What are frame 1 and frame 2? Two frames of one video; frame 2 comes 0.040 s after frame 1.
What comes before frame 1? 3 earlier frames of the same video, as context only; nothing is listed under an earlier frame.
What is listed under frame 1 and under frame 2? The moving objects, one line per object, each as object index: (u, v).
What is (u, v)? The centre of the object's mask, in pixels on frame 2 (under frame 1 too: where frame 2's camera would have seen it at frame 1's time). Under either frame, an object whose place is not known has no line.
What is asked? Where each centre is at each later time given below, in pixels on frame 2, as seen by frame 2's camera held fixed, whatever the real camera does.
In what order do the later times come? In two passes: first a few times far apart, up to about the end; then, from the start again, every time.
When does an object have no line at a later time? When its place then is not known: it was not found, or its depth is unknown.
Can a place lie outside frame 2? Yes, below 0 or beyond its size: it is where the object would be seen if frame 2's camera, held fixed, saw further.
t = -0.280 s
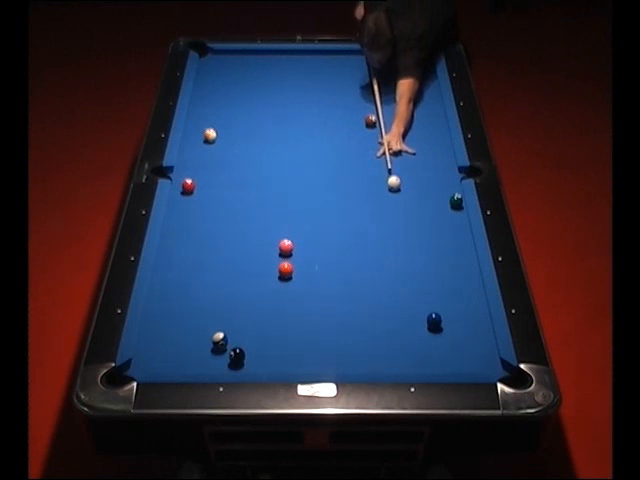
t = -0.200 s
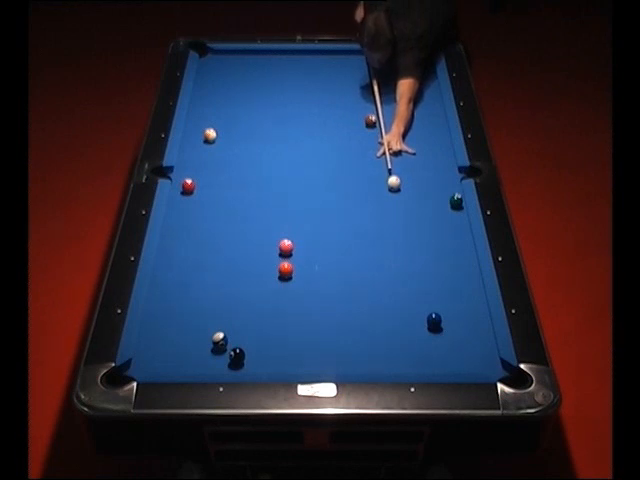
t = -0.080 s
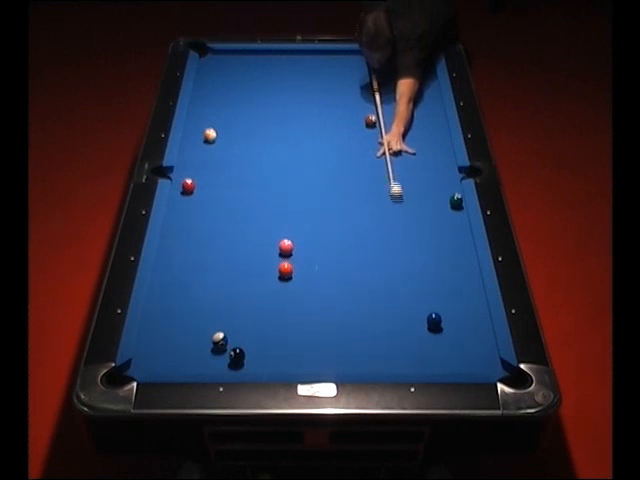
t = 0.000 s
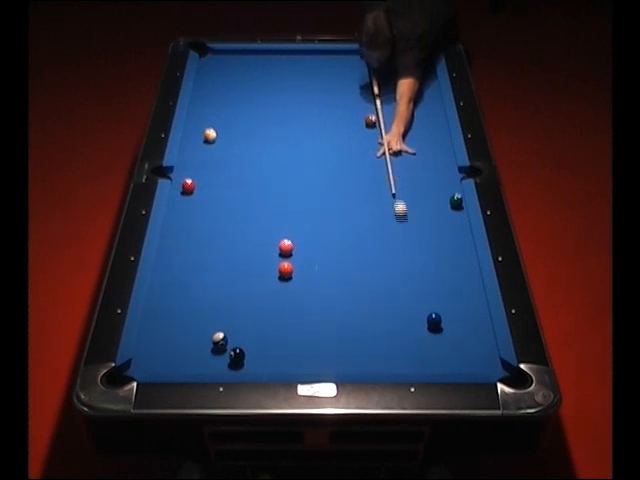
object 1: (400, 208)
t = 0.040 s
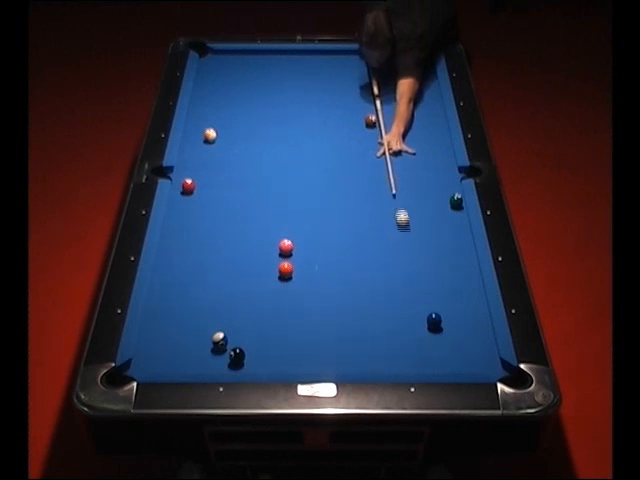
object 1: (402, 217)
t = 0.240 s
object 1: (412, 259)
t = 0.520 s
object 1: (417, 315)
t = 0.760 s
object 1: (391, 342)
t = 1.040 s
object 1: (360, 362)
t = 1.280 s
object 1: (331, 346)
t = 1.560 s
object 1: (300, 327)
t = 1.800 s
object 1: (276, 312)
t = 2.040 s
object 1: (253, 299)
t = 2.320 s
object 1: (230, 284)
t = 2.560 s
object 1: (211, 272)
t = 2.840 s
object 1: (190, 260)
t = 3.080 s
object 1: (175, 250)
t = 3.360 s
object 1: (168, 241)
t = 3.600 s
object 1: (177, 235)
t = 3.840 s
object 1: (185, 230)
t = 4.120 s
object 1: (193, 224)
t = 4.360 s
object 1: (199, 220)
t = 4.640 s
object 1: (205, 216)
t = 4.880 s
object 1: (209, 213)
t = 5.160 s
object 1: (213, 210)
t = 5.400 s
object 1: (216, 208)
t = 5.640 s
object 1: (217, 207)
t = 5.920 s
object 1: (218, 206)
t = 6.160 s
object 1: (218, 206)
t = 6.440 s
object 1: (218, 206)
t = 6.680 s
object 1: (218, 206)
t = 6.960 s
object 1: (218, 206)
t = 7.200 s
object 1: (218, 206)
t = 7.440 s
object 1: (218, 206)
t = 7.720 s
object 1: (218, 206)
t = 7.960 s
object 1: (218, 206)
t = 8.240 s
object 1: (218, 206)
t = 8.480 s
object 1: (218, 206)
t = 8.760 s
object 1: (218, 206)
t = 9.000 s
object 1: (218, 206)
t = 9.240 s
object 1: (218, 206)
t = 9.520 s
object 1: (218, 206)
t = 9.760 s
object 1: (218, 206)
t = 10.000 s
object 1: (218, 206)
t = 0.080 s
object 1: (404, 226)
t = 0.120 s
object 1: (406, 235)
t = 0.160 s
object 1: (408, 243)
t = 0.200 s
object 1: (410, 251)
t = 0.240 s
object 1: (412, 259)
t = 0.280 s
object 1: (413, 267)
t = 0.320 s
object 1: (415, 276)
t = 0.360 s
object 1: (417, 284)
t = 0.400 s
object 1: (419, 293)
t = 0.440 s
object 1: (421, 302)
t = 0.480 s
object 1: (422, 310)
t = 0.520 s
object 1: (417, 315)
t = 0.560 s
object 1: (412, 319)
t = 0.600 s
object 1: (408, 323)
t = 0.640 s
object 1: (404, 328)
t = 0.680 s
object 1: (399, 333)
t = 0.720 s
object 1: (395, 337)
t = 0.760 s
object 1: (391, 342)
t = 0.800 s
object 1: (387, 347)
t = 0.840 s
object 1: (383, 352)
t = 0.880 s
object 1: (378, 356)
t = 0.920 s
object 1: (374, 361)
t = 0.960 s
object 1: (370, 365)
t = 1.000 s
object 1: (364, 365)
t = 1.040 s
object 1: (360, 362)
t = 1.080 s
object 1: (355, 360)
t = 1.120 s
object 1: (350, 357)
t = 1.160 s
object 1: (345, 355)
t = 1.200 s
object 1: (340, 352)
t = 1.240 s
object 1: (335, 349)
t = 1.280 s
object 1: (331, 346)
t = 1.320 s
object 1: (326, 343)
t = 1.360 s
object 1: (321, 340)
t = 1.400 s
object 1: (317, 338)
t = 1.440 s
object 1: (312, 335)
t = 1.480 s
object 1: (309, 332)
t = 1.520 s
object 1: (304, 330)
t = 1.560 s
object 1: (300, 327)
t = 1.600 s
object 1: (296, 325)
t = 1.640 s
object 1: (292, 322)
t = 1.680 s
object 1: (288, 320)
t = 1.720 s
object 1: (283, 318)
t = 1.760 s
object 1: (280, 315)
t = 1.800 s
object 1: (276, 312)
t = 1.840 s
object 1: (272, 310)
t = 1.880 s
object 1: (268, 307)
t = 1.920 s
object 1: (264, 306)
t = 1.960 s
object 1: (261, 303)
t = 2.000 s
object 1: (257, 301)
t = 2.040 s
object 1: (253, 299)
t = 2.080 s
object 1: (250, 296)
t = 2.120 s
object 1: (246, 294)
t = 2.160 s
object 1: (243, 292)
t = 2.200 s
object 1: (239, 290)
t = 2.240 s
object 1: (236, 288)
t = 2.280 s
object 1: (233, 286)
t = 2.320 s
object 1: (230, 284)
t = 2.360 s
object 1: (226, 282)
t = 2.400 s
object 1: (223, 280)
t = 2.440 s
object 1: (220, 278)
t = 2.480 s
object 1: (217, 276)
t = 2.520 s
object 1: (214, 275)
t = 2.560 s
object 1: (211, 272)
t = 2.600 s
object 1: (207, 270)
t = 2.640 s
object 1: (205, 269)
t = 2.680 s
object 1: (202, 267)
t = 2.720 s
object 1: (199, 266)
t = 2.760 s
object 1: (196, 264)
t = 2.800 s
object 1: (193, 262)
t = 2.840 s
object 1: (190, 260)
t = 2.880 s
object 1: (187, 258)
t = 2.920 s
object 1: (185, 257)
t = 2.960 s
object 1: (182, 255)
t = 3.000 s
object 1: (180, 253)
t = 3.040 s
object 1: (177, 252)
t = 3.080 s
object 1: (175, 250)
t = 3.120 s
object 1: (172, 249)
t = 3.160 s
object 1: (169, 247)
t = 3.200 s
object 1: (167, 246)
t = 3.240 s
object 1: (164, 245)
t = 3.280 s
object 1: (165, 243)
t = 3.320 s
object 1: (167, 242)
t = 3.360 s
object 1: (168, 241)
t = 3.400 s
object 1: (170, 240)
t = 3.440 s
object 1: (171, 239)
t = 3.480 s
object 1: (173, 238)
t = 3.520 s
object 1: (174, 237)
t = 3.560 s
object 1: (176, 236)
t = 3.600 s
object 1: (177, 235)
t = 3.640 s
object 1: (179, 234)
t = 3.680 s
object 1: (180, 233)
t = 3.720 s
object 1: (181, 232)
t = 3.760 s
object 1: (183, 231)
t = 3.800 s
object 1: (184, 230)
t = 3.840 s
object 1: (185, 230)
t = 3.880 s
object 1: (186, 229)
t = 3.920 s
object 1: (188, 228)
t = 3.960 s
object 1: (189, 227)
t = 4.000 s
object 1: (190, 226)
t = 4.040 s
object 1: (191, 225)
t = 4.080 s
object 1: (192, 225)
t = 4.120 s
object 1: (193, 224)
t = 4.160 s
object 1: (194, 223)
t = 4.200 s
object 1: (195, 222)
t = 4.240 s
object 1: (196, 222)
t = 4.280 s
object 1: (197, 221)
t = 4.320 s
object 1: (198, 221)
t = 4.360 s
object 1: (199, 220)
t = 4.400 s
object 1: (200, 219)
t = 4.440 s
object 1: (201, 219)
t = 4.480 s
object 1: (202, 218)
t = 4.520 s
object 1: (203, 217)
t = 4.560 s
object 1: (204, 217)
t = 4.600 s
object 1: (205, 216)
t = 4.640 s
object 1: (205, 216)
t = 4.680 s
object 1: (206, 215)
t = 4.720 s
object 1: (207, 215)
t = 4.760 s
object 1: (207, 214)
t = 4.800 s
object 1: (208, 214)
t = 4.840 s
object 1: (209, 213)
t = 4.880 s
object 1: (209, 213)
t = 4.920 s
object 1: (210, 212)
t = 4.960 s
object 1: (211, 212)
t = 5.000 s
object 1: (211, 211)
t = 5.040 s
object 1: (212, 211)
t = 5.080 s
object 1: (212, 211)
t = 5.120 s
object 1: (213, 210)
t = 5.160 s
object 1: (213, 210)
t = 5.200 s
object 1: (214, 210)
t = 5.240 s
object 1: (214, 209)
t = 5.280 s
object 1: (215, 209)
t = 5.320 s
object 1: (215, 209)
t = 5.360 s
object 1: (215, 209)
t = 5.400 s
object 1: (216, 208)
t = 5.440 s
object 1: (216, 208)
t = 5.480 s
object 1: (216, 208)
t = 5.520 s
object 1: (216, 208)
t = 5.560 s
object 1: (217, 208)
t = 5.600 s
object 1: (217, 207)
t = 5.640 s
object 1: (217, 207)
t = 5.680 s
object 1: (217, 207)
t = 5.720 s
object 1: (218, 207)
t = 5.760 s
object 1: (218, 207)
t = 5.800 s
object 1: (218, 207)
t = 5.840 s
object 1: (218, 207)
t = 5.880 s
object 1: (218, 207)
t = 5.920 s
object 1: (218, 206)
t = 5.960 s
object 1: (218, 206)
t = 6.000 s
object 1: (218, 206)
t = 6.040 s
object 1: (218, 206)
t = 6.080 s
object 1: (218, 206)
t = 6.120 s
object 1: (218, 206)
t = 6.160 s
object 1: (218, 206)
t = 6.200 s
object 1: (218, 206)
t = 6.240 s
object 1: (218, 206)
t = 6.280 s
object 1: (218, 206)
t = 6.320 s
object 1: (218, 206)
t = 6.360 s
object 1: (218, 206)
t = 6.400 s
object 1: (218, 206)
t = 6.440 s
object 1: (218, 206)
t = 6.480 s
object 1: (218, 206)
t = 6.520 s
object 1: (218, 206)
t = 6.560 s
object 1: (218, 206)
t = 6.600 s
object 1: (218, 206)
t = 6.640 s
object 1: (218, 206)
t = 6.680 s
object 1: (218, 206)
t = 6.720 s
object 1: (218, 206)
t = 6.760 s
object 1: (218, 206)
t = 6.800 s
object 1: (218, 206)
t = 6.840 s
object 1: (218, 206)
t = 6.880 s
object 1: (218, 206)
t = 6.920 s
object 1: (218, 206)
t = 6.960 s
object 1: (218, 206)
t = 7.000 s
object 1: (218, 206)
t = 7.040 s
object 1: (218, 206)
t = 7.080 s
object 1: (218, 206)
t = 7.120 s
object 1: (218, 206)
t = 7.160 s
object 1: (218, 206)
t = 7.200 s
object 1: (218, 206)
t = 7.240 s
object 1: (218, 206)
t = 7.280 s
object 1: (218, 206)
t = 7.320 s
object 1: (218, 206)
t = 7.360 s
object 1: (218, 206)
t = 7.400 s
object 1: (218, 206)
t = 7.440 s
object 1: (218, 206)
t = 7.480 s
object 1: (218, 206)
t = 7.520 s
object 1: (218, 206)
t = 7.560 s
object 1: (218, 206)
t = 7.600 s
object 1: (218, 206)
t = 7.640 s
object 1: (218, 206)
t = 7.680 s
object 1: (218, 206)
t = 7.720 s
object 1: (218, 206)
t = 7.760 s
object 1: (218, 206)
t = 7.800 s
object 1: (218, 206)
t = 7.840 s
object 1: (218, 206)
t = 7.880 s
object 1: (218, 206)
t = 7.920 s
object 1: (218, 206)
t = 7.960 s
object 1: (218, 206)
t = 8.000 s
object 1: (218, 206)
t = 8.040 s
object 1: (218, 206)
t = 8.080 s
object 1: (218, 206)
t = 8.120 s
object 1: (218, 206)
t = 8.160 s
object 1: (218, 206)
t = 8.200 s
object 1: (218, 206)
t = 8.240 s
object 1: (218, 206)
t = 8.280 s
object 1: (218, 206)
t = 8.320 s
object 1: (218, 206)
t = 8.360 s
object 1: (218, 206)
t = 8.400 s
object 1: (218, 206)
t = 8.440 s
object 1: (218, 206)
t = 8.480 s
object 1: (218, 206)
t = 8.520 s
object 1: (218, 206)
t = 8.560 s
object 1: (218, 206)
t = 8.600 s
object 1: (218, 206)
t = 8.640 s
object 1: (218, 206)
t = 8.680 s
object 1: (218, 206)
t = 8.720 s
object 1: (218, 206)
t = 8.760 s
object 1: (218, 206)
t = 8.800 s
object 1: (218, 206)
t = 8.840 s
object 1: (218, 206)
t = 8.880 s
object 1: (218, 206)
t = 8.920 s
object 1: (218, 206)
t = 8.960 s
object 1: (218, 206)
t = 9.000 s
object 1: (218, 206)
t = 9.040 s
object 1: (218, 206)
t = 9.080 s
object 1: (218, 206)
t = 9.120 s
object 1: (218, 206)
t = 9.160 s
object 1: (218, 206)
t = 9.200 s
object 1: (218, 206)
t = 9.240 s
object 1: (218, 206)
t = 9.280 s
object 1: (218, 206)
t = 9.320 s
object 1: (218, 206)
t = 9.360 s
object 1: (218, 206)
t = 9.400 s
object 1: (218, 206)
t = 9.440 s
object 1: (218, 206)
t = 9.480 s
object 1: (218, 206)
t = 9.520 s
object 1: (218, 206)
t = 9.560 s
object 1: (218, 206)
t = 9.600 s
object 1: (218, 206)
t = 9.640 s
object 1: (218, 206)
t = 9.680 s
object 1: (218, 206)
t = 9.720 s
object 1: (218, 206)
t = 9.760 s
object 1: (218, 206)
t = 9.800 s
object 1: (218, 206)
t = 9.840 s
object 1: (218, 206)
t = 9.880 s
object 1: (218, 206)
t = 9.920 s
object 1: (218, 206)
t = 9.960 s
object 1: (218, 206)
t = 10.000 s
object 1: (218, 206)
